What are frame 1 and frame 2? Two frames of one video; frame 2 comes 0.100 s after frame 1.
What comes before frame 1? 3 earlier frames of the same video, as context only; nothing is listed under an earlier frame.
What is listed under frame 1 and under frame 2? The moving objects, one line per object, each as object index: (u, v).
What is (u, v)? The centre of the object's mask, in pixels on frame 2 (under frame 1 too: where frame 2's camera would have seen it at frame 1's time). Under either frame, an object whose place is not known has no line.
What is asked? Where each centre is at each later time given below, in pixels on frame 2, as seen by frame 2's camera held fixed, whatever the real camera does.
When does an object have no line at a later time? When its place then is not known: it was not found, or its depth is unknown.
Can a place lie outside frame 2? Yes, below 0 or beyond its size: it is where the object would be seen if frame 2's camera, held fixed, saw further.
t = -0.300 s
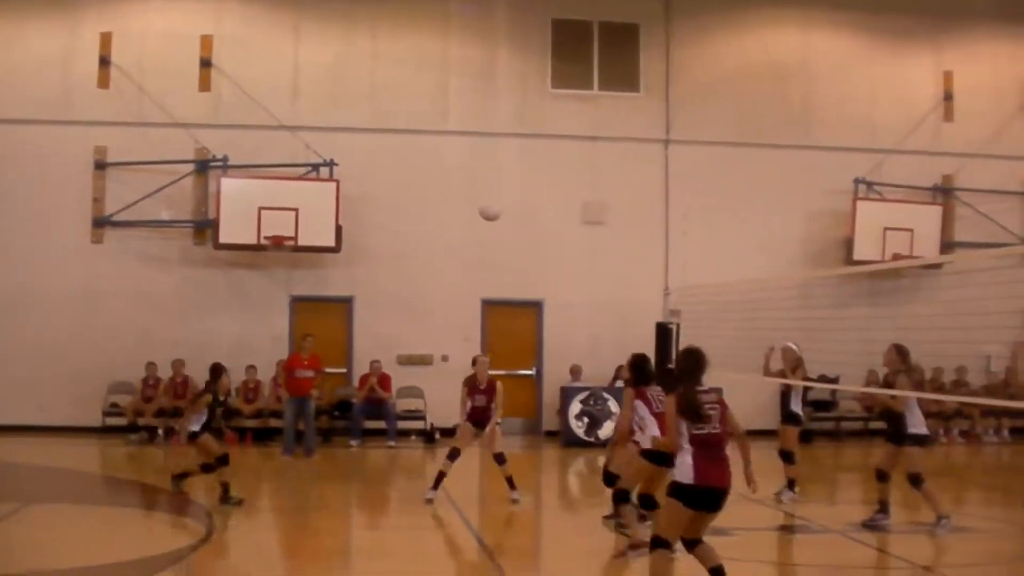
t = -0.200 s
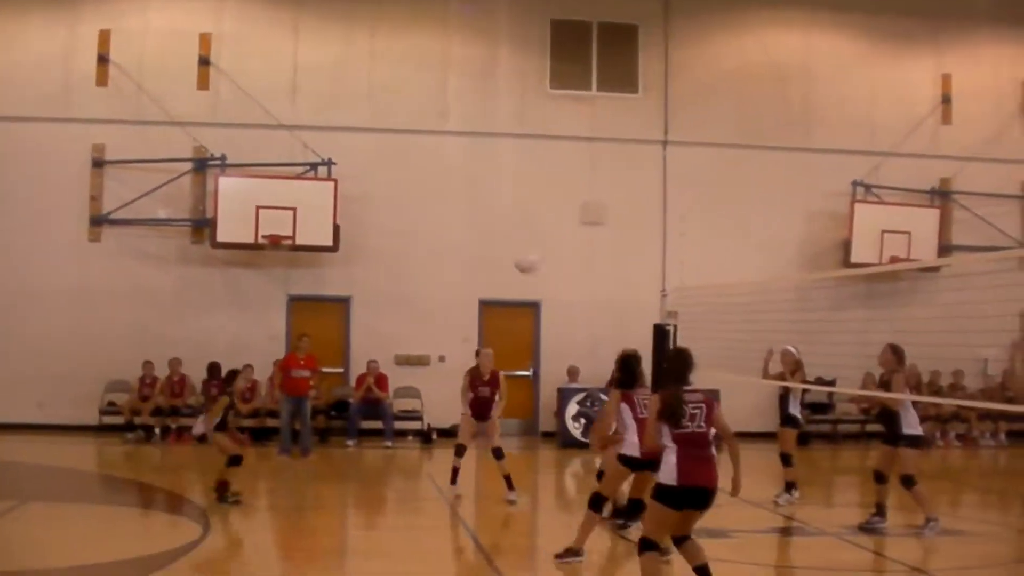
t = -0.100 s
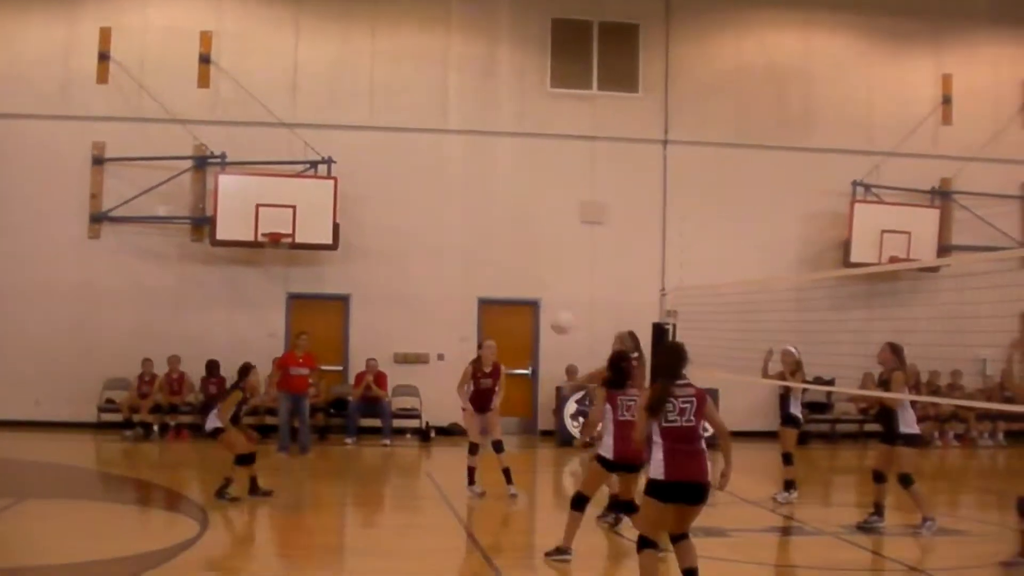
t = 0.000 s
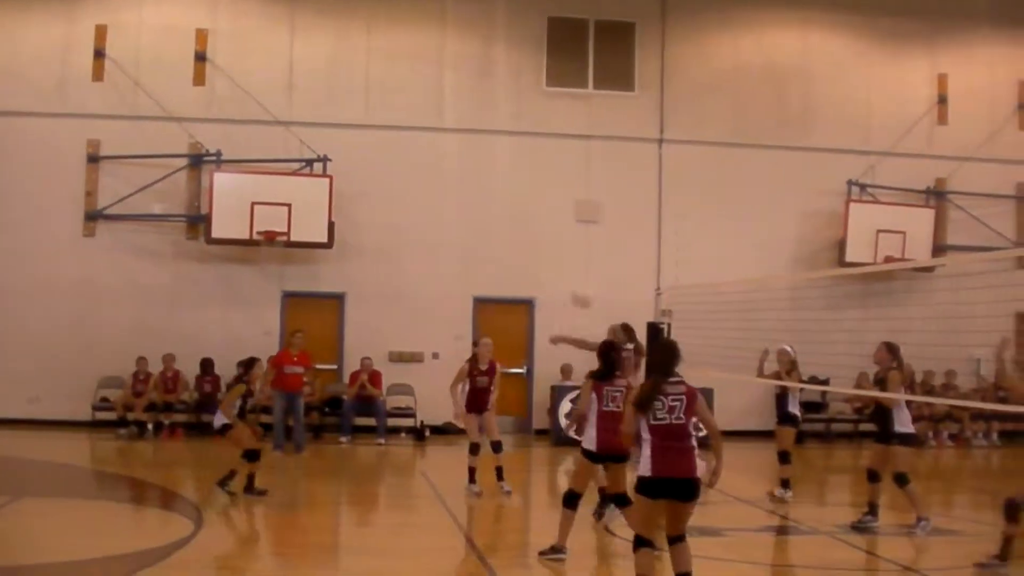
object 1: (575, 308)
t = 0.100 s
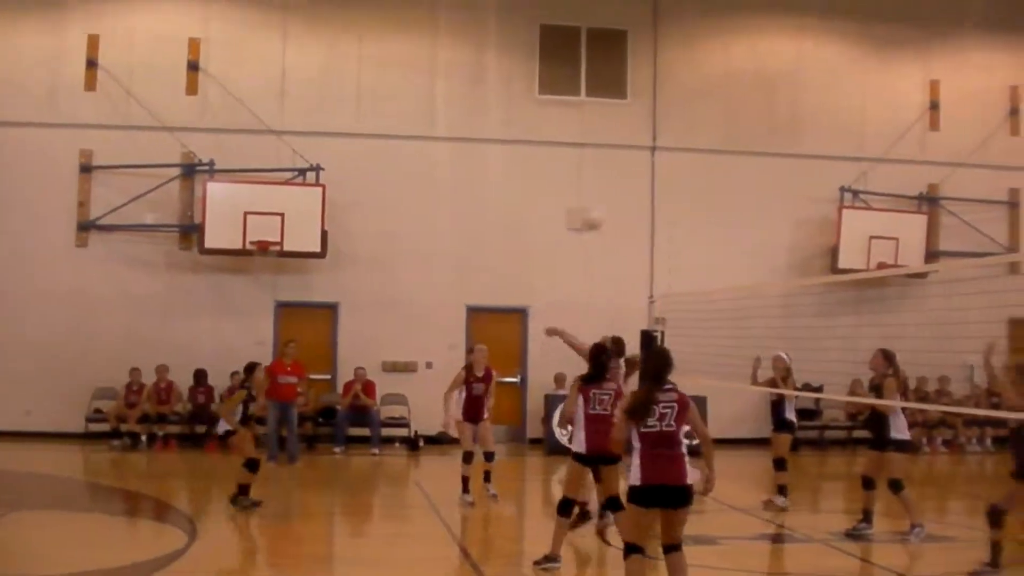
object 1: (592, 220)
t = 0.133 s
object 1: (598, 197)
